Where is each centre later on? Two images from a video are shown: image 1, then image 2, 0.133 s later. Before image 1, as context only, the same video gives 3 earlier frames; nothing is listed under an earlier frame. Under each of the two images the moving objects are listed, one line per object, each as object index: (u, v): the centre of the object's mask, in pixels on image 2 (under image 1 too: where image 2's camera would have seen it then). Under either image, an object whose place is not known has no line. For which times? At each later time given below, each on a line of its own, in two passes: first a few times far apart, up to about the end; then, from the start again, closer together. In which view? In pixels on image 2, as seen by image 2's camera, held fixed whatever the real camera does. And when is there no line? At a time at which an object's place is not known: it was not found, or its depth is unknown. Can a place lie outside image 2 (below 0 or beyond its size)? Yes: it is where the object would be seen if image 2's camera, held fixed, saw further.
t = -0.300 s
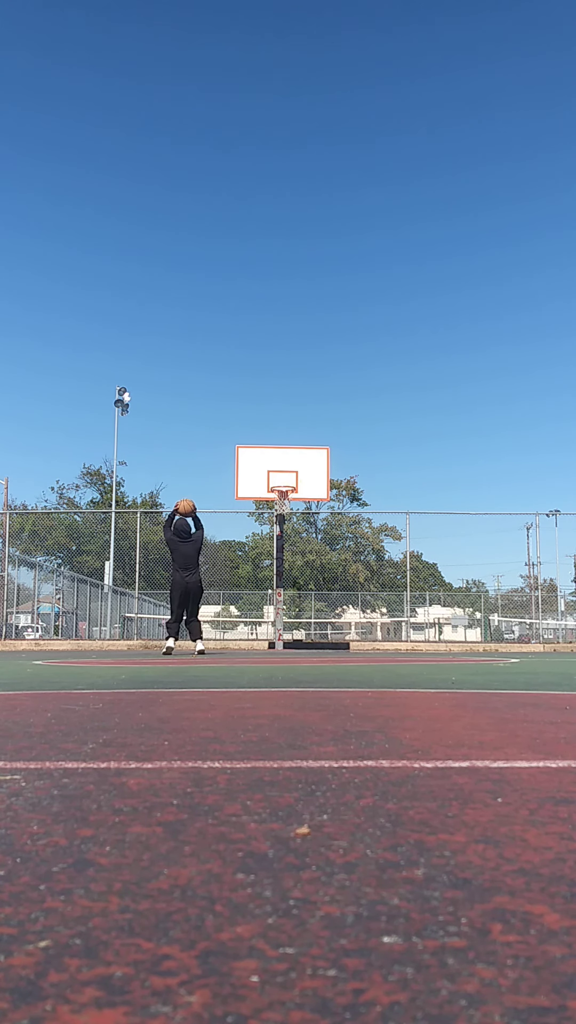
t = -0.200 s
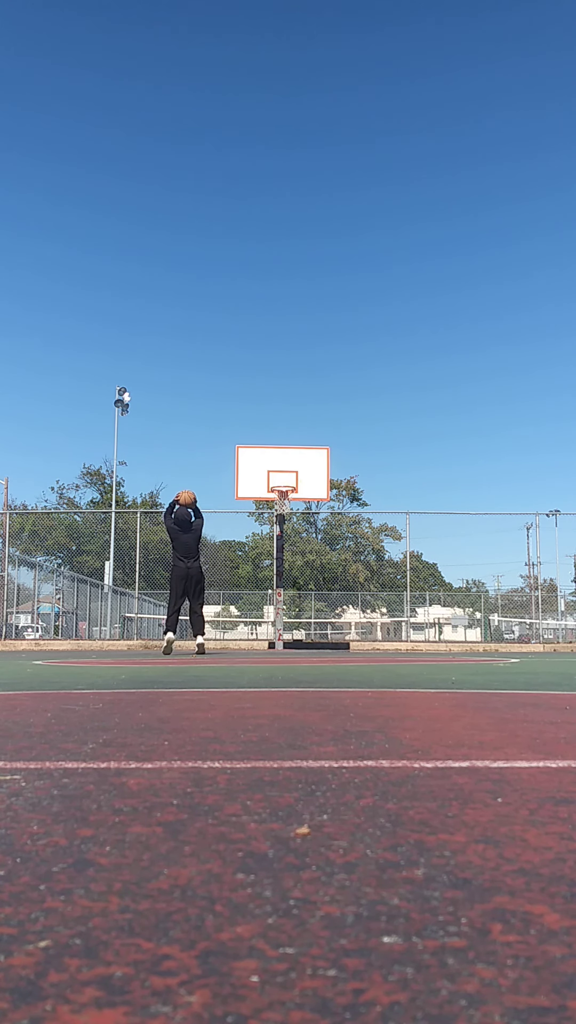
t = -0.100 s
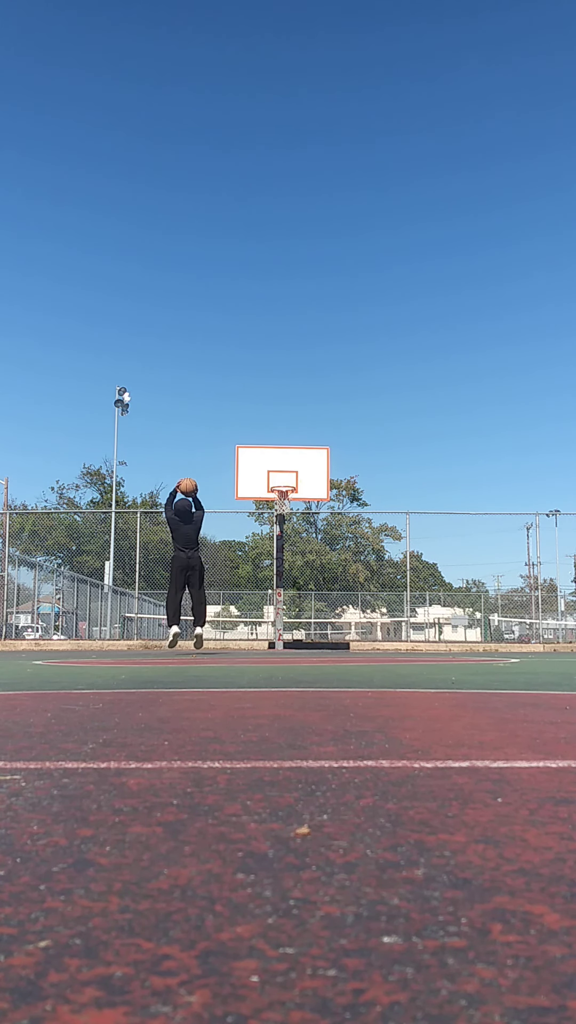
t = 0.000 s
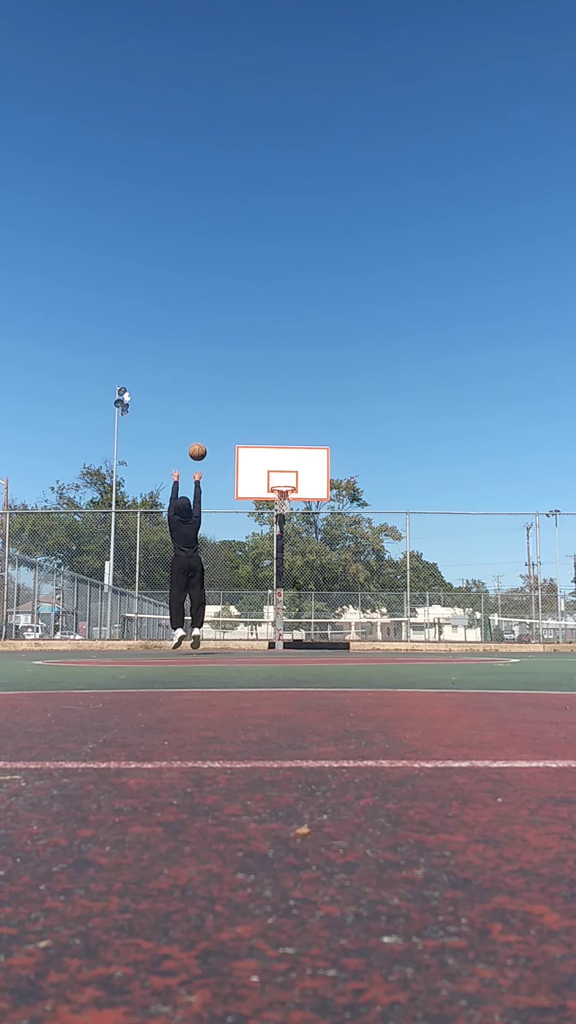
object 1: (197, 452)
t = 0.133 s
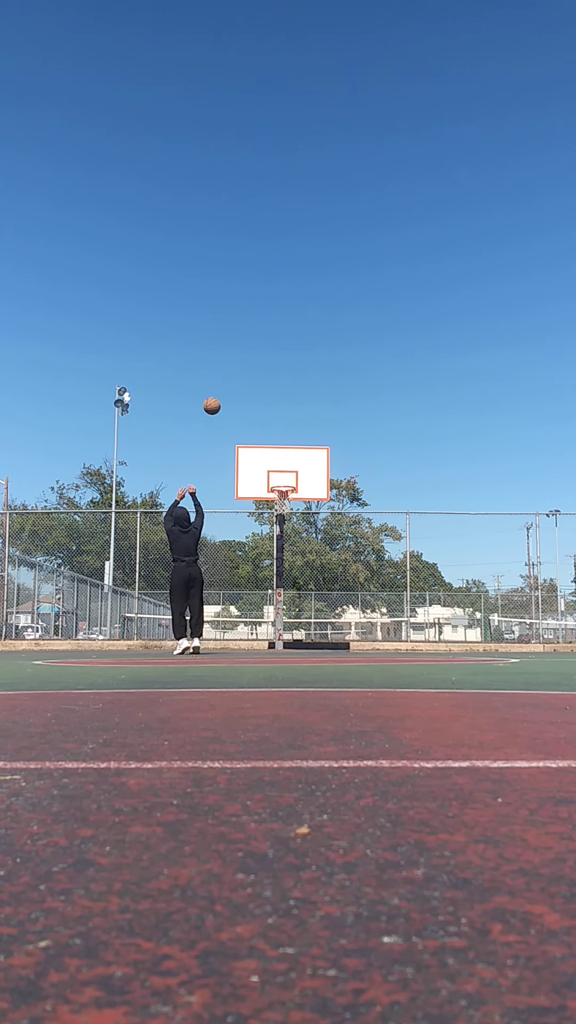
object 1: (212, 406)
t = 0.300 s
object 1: (227, 373)
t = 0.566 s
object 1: (246, 363)
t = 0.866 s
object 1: (263, 398)
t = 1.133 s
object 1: (276, 462)
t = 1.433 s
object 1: (287, 514)
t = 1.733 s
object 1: (297, 569)
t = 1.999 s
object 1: (306, 637)
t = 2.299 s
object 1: (314, 573)
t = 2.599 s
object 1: (323, 554)
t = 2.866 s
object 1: (331, 576)
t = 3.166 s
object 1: (340, 643)
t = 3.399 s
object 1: (345, 599)
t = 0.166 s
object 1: (215, 397)
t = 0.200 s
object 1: (218, 390)
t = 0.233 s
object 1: (221, 384)
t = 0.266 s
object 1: (224, 378)
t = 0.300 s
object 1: (227, 373)
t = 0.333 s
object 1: (230, 369)
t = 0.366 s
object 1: (232, 366)
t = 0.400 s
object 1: (235, 364)
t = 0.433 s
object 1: (237, 363)
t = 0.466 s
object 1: (240, 362)
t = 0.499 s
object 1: (242, 361)
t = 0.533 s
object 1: (244, 362)
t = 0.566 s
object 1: (246, 363)
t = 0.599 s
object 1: (248, 365)
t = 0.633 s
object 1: (250, 367)
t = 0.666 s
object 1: (252, 370)
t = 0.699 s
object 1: (254, 373)
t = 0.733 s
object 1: (256, 377)
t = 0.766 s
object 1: (258, 382)
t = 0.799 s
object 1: (260, 387)
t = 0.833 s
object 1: (261, 392)
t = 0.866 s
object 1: (263, 398)
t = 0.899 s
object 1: (265, 405)
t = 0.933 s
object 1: (266, 411)
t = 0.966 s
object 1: (268, 419)
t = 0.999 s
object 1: (270, 427)
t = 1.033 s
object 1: (271, 435)
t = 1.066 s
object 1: (273, 443)
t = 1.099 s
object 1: (274, 452)
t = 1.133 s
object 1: (276, 462)
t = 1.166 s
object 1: (277, 472)
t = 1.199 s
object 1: (279, 481)
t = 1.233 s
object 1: (281, 493)
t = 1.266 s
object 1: (282, 498)
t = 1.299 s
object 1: (282, 502)
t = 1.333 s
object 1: (284, 504)
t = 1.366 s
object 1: (285, 507)
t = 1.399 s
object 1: (286, 510)
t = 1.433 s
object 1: (287, 514)
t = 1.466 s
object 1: (288, 517)
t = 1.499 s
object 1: (289, 522)
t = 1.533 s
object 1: (290, 527)
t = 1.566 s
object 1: (292, 532)
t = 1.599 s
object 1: (293, 539)
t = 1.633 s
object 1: (294, 545)
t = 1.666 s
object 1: (295, 552)
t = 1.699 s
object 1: (296, 560)
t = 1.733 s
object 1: (297, 569)
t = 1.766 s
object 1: (298, 578)
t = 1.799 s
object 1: (300, 587)
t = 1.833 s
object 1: (301, 597)
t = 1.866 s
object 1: (302, 607)
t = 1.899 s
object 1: (303, 618)
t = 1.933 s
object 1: (304, 630)
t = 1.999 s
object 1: (306, 637)
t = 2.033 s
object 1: (307, 628)
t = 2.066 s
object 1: (308, 620)
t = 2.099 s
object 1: (309, 611)
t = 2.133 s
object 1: (310, 603)
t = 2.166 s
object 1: (311, 596)
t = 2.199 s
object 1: (312, 590)
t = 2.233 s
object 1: (312, 584)
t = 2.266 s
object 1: (313, 578)
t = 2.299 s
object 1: (314, 573)
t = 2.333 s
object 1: (315, 569)
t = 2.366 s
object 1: (316, 565)
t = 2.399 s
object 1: (317, 562)
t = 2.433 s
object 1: (318, 559)
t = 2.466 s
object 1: (319, 557)
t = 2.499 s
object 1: (320, 556)
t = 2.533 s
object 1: (321, 555)
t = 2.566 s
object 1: (322, 554)
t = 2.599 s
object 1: (323, 554)
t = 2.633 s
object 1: (324, 555)
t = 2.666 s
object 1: (325, 556)
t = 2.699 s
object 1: (326, 558)
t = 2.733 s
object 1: (326, 561)
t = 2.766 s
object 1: (328, 563)
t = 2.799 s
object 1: (329, 567)
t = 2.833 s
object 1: (330, 571)
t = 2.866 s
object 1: (331, 576)
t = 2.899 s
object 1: (332, 582)
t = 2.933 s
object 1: (333, 588)
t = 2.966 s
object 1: (334, 594)
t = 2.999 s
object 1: (335, 602)
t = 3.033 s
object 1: (336, 610)
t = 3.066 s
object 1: (337, 618)
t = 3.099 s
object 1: (338, 628)
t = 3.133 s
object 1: (339, 637)
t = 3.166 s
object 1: (340, 643)
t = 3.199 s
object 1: (341, 635)
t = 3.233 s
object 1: (341, 628)
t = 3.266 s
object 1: (342, 621)
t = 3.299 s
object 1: (343, 614)
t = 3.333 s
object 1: (343, 608)
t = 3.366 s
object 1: (344, 603)
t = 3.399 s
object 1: (345, 599)
